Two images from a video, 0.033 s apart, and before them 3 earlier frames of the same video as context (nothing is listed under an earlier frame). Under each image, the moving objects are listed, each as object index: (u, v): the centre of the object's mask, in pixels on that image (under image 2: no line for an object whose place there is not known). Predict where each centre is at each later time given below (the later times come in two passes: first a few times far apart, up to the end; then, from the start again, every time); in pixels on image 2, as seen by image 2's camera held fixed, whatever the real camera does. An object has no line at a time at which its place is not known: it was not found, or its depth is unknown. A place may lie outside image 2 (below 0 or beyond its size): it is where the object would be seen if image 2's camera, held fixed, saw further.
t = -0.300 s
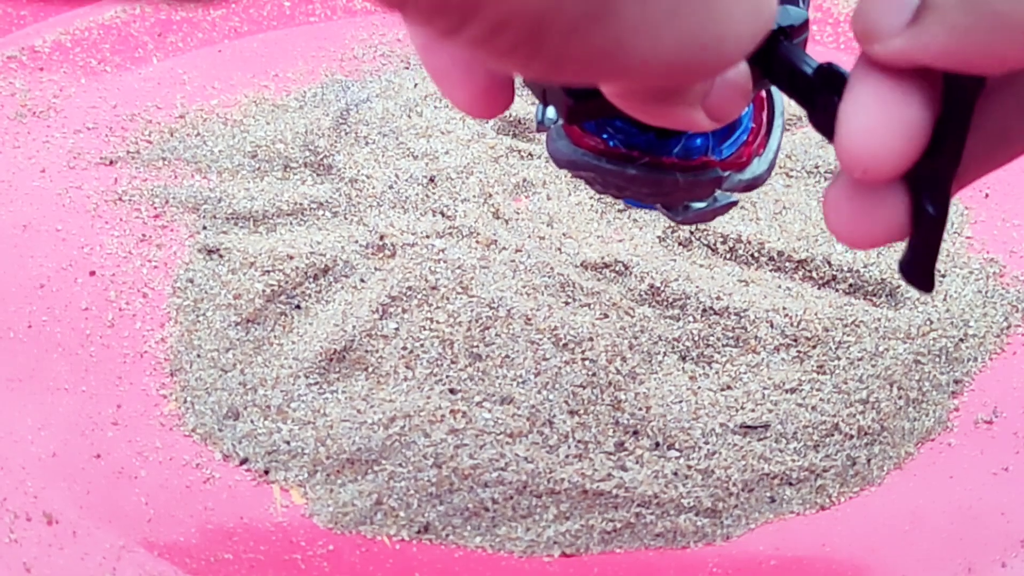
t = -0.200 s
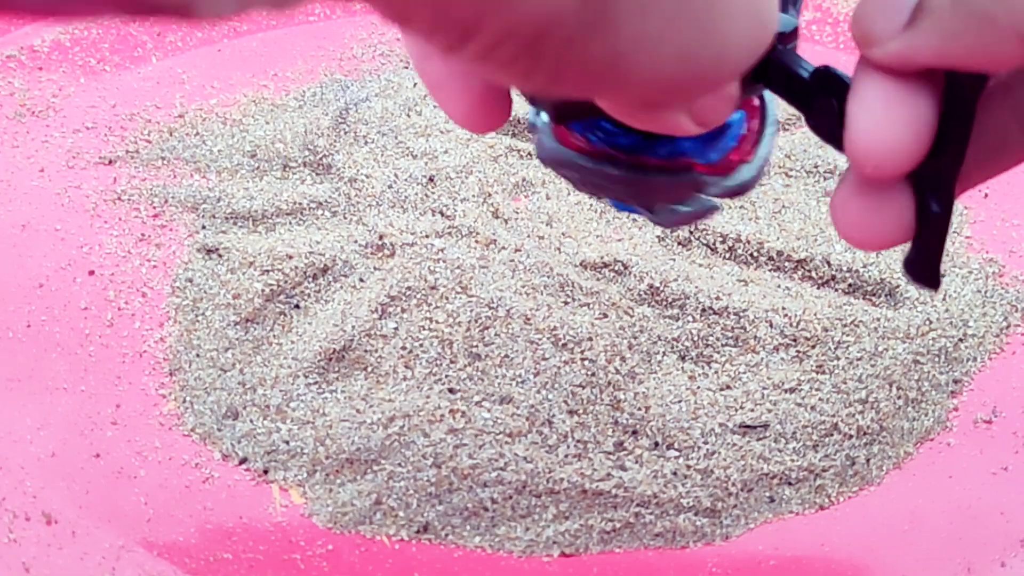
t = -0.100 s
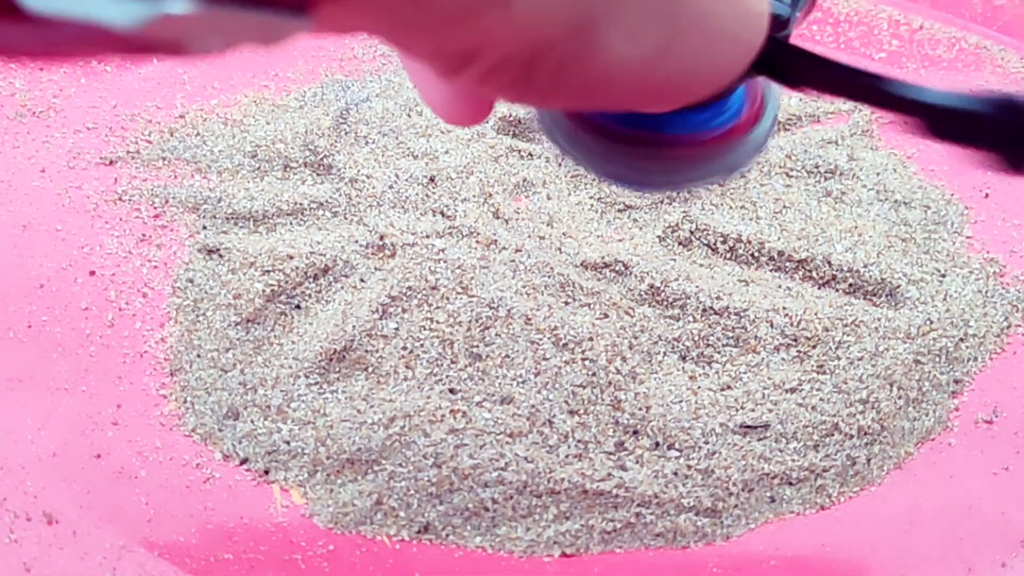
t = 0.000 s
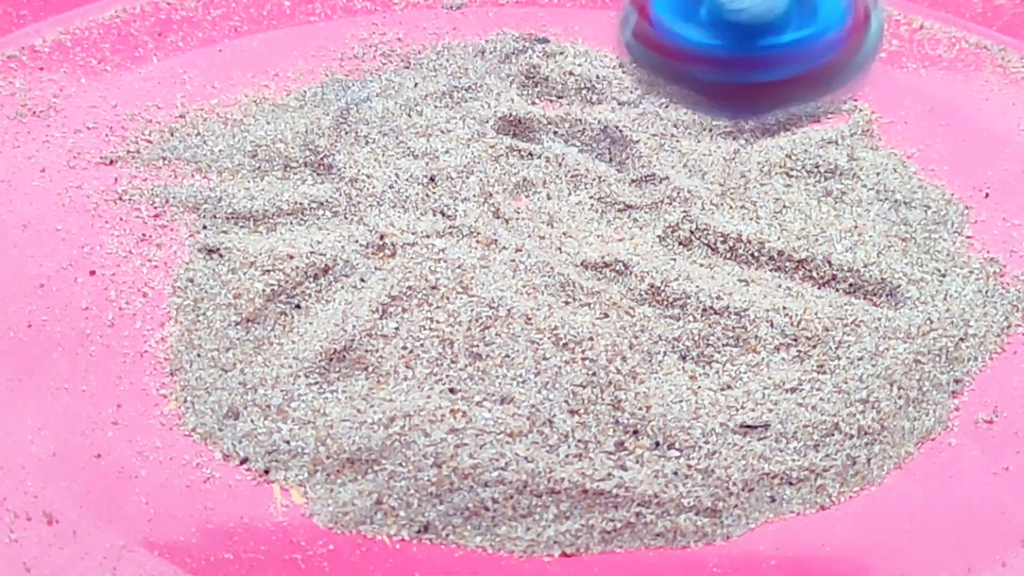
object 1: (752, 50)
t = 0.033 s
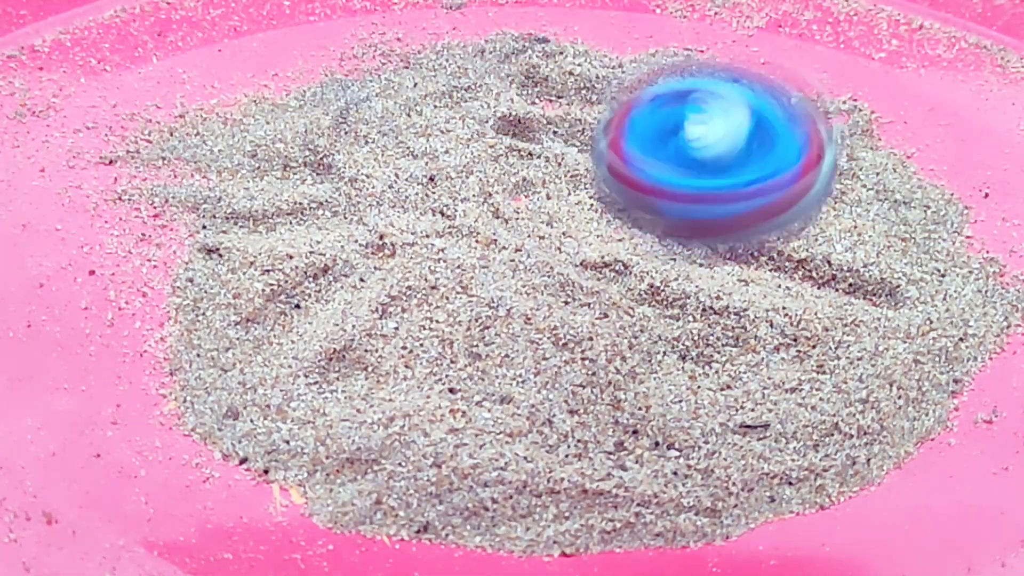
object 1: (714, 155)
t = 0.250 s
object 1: (775, 304)
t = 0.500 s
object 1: (660, 227)
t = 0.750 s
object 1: (560, 113)
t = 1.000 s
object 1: (475, 122)
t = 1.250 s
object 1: (446, 140)
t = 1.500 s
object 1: (428, 138)
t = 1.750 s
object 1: (476, 105)
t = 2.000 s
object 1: (533, 96)
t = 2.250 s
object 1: (549, 98)
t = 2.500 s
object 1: (593, 109)
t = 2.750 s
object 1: (603, 104)
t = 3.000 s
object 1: (640, 128)
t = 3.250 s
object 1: (641, 123)
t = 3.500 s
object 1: (630, 127)
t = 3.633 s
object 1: (630, 128)
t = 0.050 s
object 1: (695, 227)
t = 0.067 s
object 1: (686, 289)
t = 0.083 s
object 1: (701, 273)
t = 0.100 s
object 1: (716, 263)
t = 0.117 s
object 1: (743, 268)
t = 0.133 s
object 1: (753, 285)
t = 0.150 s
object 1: (763, 312)
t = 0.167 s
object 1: (767, 328)
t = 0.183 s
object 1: (773, 318)
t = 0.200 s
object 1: (776, 311)
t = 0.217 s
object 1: (776, 312)
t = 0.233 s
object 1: (777, 309)
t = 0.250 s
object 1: (775, 304)
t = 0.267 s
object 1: (772, 301)
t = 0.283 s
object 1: (766, 295)
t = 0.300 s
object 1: (759, 292)
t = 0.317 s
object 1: (750, 289)
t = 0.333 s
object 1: (738, 283)
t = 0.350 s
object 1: (728, 278)
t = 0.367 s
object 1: (715, 272)
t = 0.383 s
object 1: (705, 267)
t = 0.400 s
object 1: (697, 261)
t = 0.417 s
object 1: (690, 256)
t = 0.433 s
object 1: (683, 251)
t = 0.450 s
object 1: (678, 245)
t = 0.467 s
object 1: (671, 239)
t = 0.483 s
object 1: (666, 233)
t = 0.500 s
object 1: (660, 227)
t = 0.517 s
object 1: (655, 221)
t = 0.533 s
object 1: (650, 215)
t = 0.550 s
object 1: (644, 208)
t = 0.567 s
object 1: (638, 200)
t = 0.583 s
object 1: (632, 192)
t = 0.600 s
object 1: (624, 183)
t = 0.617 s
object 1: (616, 174)
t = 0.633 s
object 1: (609, 165)
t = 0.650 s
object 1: (604, 157)
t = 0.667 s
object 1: (598, 148)
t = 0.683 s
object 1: (591, 141)
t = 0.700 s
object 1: (583, 133)
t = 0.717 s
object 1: (575, 125)
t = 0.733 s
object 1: (566, 118)
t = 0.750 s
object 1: (560, 113)
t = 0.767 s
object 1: (553, 108)
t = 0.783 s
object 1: (545, 104)
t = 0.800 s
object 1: (539, 101)
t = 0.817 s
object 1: (530, 102)
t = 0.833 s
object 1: (523, 102)
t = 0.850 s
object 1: (516, 103)
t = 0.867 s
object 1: (508, 106)
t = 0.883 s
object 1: (502, 107)
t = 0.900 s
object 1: (496, 111)
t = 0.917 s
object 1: (490, 111)
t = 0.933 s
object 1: (484, 112)
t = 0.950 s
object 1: (480, 114)
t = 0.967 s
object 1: (478, 116)
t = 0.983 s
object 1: (476, 119)
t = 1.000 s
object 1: (475, 122)
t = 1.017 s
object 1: (475, 125)
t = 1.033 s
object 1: (474, 127)
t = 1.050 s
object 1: (475, 129)
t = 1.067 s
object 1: (474, 130)
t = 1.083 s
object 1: (472, 132)
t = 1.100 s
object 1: (470, 135)
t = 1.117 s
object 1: (466, 135)
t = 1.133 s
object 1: (464, 137)
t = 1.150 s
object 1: (463, 138)
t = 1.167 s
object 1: (462, 139)
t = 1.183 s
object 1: (460, 140)
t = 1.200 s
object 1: (457, 140)
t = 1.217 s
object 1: (453, 140)
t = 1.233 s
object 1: (450, 140)
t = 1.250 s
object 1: (446, 140)
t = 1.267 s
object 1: (442, 139)
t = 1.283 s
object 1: (439, 139)
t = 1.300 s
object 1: (437, 138)
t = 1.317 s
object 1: (435, 138)
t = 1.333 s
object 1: (432, 138)
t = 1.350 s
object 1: (429, 138)
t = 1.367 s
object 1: (426, 138)
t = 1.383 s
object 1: (424, 138)
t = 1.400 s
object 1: (422, 137)
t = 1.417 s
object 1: (421, 137)
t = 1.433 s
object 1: (421, 137)
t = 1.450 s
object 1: (421, 137)
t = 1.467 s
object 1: (423, 138)
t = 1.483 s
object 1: (426, 138)
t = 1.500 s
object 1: (428, 138)
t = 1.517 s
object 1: (431, 139)
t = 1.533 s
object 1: (432, 138)
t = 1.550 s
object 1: (433, 136)
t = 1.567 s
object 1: (433, 134)
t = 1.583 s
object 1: (435, 132)
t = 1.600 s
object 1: (436, 128)
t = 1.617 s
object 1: (438, 125)
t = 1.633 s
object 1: (440, 123)
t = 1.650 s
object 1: (445, 120)
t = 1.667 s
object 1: (449, 117)
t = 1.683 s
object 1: (454, 115)
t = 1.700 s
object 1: (460, 112)
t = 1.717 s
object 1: (466, 108)
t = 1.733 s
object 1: (471, 106)
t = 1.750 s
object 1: (476, 105)
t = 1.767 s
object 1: (481, 104)
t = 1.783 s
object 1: (486, 104)
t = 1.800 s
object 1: (491, 104)
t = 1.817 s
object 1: (497, 104)
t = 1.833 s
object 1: (502, 105)
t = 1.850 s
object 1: (506, 106)
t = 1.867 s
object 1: (510, 106)
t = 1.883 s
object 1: (514, 106)
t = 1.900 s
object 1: (517, 105)
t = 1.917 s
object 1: (519, 104)
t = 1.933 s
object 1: (522, 103)
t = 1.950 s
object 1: (525, 101)
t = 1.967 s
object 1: (528, 99)
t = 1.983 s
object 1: (531, 98)
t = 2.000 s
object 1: (533, 96)
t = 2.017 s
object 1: (537, 93)
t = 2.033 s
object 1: (538, 92)
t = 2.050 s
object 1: (539, 91)
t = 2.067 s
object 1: (540, 90)
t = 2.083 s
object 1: (540, 90)
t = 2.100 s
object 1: (541, 89)
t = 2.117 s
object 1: (542, 89)
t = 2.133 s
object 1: (542, 90)
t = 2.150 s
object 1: (542, 90)
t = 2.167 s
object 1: (543, 91)
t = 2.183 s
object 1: (544, 91)
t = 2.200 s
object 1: (545, 93)
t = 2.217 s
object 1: (546, 95)
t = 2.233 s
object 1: (547, 96)
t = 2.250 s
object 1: (549, 98)
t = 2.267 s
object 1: (551, 100)
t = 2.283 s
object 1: (554, 102)
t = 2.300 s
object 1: (558, 104)
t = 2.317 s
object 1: (563, 106)
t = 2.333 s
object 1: (568, 108)
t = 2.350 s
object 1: (572, 109)
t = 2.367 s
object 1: (576, 111)
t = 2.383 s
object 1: (580, 111)
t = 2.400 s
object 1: (583, 110)
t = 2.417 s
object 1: (586, 109)
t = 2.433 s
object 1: (587, 109)
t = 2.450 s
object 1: (589, 108)
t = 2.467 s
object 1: (590, 108)
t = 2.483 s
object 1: (591, 108)
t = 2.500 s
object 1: (593, 109)
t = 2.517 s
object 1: (594, 110)
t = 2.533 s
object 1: (594, 110)
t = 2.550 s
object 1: (594, 111)
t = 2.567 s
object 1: (595, 111)
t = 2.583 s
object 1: (595, 112)
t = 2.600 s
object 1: (596, 113)
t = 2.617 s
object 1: (597, 113)
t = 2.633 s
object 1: (597, 113)
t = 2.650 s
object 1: (598, 113)
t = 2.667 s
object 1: (598, 112)
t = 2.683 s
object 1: (599, 110)
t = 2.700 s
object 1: (601, 108)
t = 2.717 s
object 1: (602, 106)
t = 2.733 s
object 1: (602, 104)
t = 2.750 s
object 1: (603, 104)
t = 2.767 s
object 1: (603, 103)
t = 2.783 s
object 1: (604, 104)
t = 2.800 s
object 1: (604, 104)
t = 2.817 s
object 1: (605, 106)
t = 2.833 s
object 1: (607, 108)
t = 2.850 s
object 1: (608, 111)
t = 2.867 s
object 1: (611, 114)
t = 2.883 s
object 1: (614, 118)
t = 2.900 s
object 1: (616, 122)
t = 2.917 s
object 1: (620, 125)
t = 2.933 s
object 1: (624, 127)
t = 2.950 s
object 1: (629, 127)
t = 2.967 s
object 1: (634, 129)
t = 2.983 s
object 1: (637, 128)
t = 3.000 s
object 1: (640, 128)
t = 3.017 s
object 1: (643, 127)
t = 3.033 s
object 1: (645, 126)
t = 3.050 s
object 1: (648, 125)
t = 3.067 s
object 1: (650, 124)
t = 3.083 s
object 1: (650, 123)
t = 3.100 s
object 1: (650, 122)
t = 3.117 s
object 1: (650, 121)
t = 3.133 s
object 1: (649, 121)
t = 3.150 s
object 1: (647, 121)
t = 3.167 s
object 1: (646, 121)
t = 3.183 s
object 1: (645, 122)
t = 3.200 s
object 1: (645, 122)
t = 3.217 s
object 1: (644, 123)
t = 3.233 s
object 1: (643, 123)
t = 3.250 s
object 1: (641, 123)
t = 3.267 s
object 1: (640, 123)
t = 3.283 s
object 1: (639, 124)
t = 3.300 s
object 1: (638, 124)
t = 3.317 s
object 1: (637, 124)
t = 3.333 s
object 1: (636, 124)
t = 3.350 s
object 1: (635, 124)
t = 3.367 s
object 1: (635, 124)
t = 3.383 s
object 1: (634, 124)
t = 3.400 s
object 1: (633, 125)
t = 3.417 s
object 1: (632, 124)
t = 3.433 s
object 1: (632, 125)
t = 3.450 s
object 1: (631, 125)
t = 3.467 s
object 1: (631, 126)
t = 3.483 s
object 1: (630, 127)
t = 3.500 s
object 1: (630, 127)
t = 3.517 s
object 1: (629, 128)
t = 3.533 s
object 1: (629, 127)
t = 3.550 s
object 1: (628, 127)
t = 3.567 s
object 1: (628, 127)
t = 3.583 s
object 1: (628, 127)
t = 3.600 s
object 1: (629, 128)
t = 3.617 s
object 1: (630, 127)
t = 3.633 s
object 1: (630, 128)
